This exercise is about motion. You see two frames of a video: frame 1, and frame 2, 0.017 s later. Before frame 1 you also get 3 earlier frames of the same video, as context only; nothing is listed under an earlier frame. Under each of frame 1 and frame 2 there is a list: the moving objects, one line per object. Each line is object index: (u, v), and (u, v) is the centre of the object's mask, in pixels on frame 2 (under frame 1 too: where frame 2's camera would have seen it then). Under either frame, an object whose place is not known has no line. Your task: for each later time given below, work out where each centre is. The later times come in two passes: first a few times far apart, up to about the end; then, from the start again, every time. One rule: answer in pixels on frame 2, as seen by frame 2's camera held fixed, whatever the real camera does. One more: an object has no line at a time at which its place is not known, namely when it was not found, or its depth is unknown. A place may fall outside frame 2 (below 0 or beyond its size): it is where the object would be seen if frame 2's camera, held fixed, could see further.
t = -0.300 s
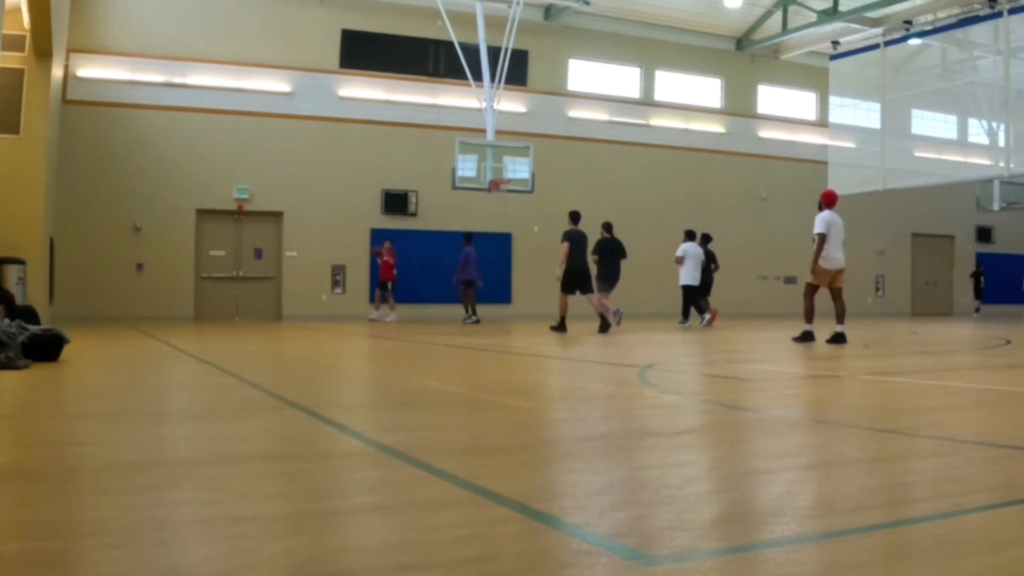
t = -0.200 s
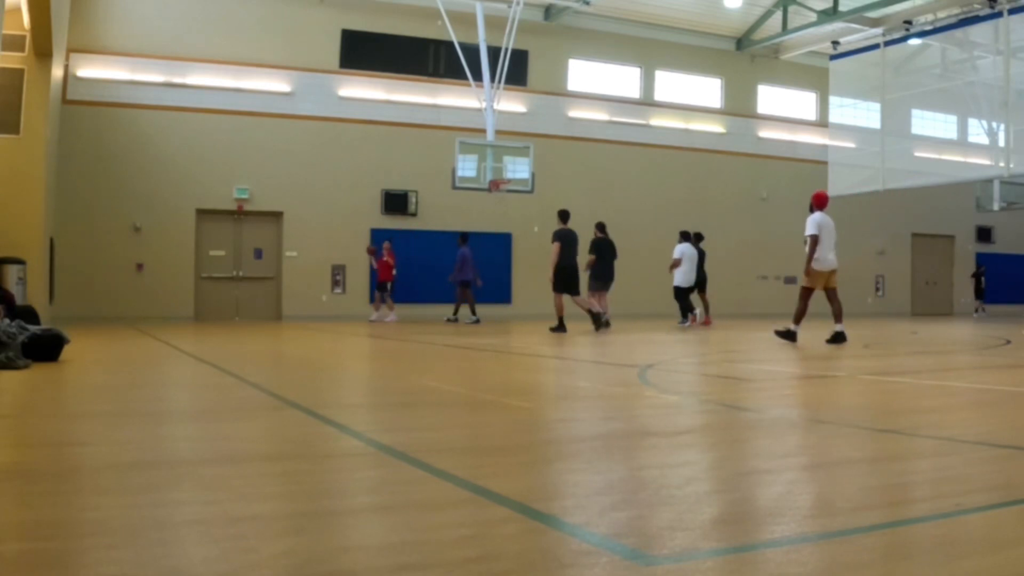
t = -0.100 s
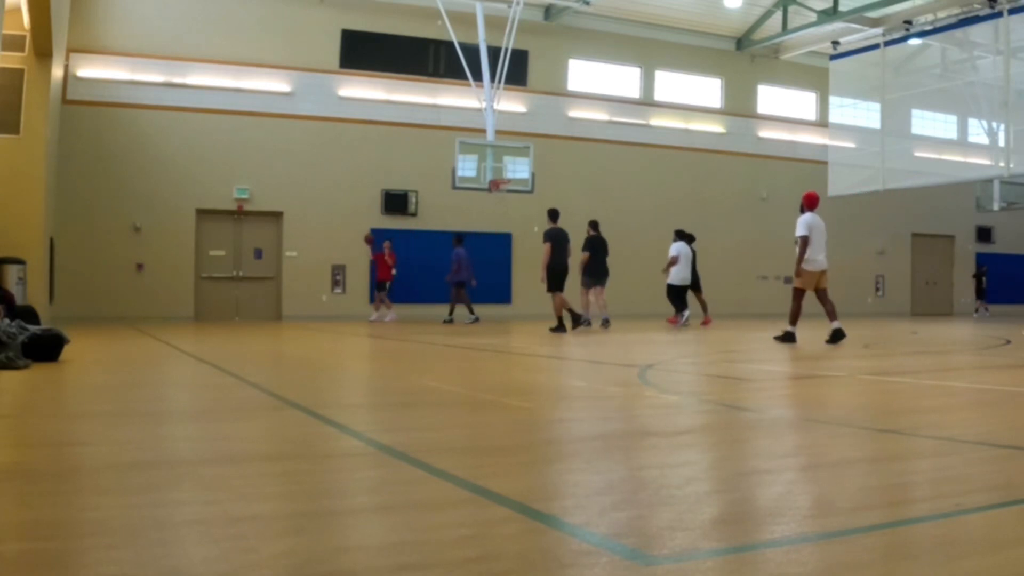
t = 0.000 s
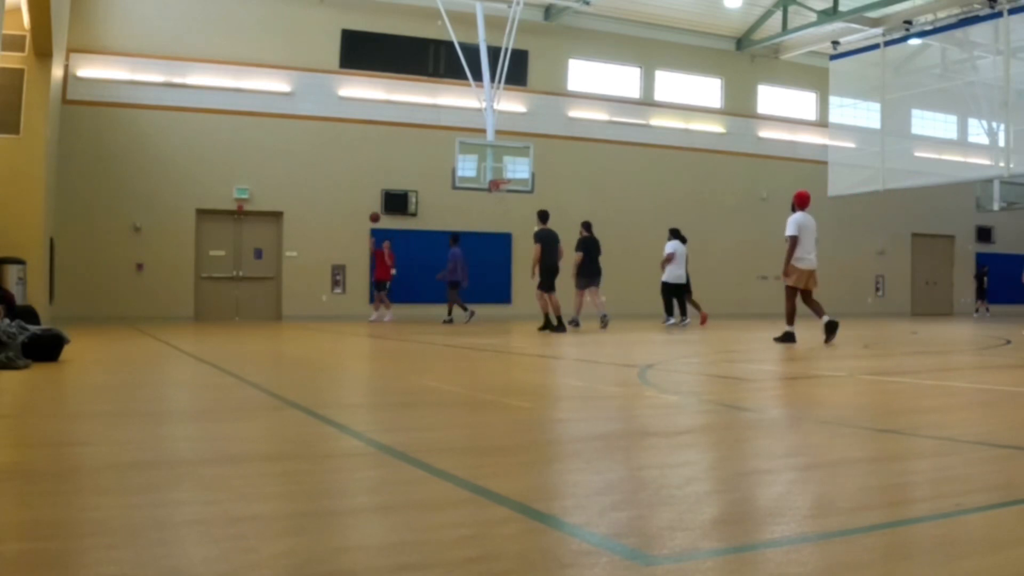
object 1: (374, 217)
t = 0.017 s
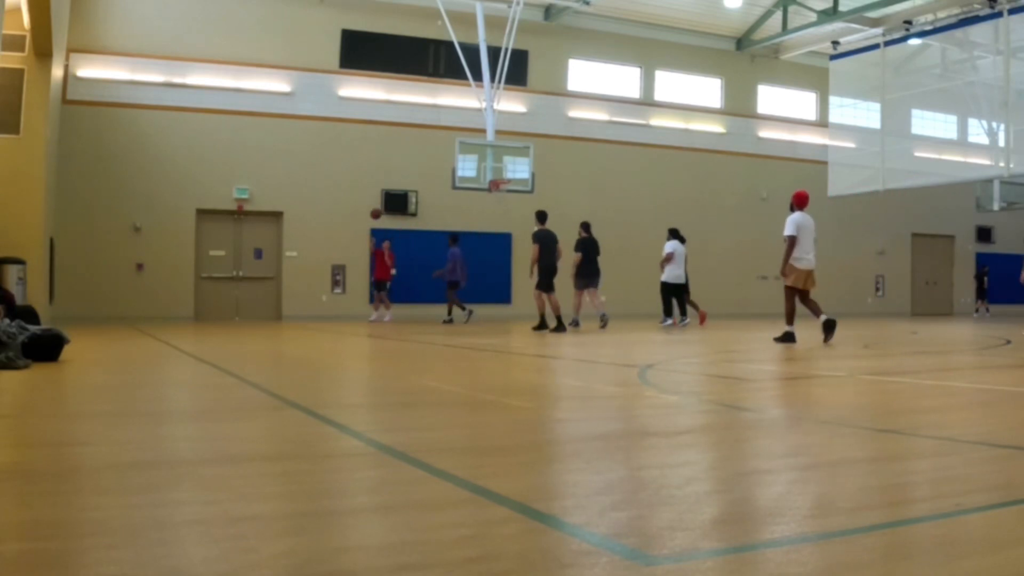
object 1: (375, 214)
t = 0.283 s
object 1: (396, 174)
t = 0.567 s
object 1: (420, 167)
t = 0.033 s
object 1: (376, 210)
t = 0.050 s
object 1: (378, 207)
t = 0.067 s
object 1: (379, 204)
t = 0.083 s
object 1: (379, 201)
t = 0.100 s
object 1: (380, 198)
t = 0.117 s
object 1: (382, 195)
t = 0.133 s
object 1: (384, 193)
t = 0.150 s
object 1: (385, 190)
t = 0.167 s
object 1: (387, 188)
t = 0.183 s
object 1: (388, 186)
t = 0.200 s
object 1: (389, 183)
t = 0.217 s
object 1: (390, 181)
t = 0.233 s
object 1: (392, 179)
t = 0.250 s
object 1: (393, 177)
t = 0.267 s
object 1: (394, 175)
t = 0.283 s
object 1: (396, 174)
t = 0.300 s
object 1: (397, 172)
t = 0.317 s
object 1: (399, 171)
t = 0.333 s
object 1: (400, 170)
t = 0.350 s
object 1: (401, 168)
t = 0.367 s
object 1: (403, 167)
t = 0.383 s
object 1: (404, 167)
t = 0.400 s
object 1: (405, 166)
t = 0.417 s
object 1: (407, 165)
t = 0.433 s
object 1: (408, 165)
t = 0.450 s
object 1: (410, 165)
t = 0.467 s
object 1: (411, 165)
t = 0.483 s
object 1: (412, 165)
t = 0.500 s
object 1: (414, 165)
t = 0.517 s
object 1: (415, 165)
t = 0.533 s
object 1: (417, 165)
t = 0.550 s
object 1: (418, 166)
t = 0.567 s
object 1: (420, 167)
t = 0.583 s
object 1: (421, 168)
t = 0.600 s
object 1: (423, 169)
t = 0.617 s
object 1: (424, 170)
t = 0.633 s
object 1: (426, 171)
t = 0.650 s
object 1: (428, 173)
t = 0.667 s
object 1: (429, 175)
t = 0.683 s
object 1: (431, 177)
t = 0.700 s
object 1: (433, 179)
